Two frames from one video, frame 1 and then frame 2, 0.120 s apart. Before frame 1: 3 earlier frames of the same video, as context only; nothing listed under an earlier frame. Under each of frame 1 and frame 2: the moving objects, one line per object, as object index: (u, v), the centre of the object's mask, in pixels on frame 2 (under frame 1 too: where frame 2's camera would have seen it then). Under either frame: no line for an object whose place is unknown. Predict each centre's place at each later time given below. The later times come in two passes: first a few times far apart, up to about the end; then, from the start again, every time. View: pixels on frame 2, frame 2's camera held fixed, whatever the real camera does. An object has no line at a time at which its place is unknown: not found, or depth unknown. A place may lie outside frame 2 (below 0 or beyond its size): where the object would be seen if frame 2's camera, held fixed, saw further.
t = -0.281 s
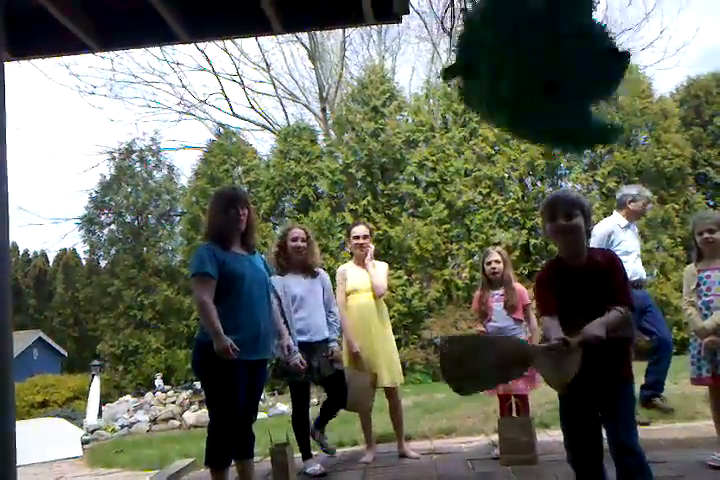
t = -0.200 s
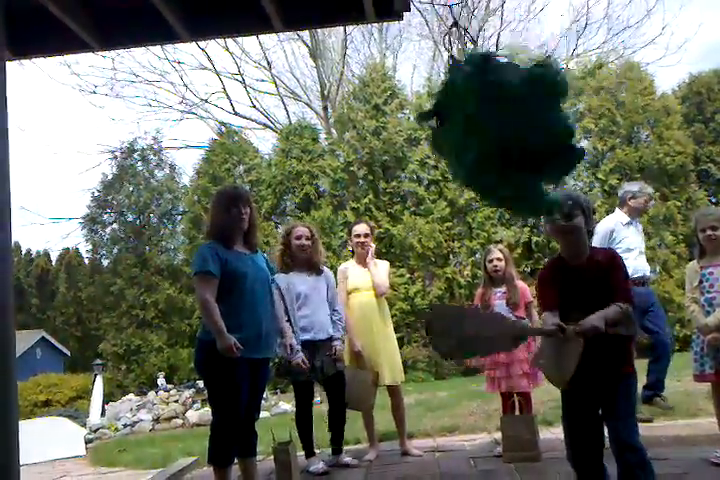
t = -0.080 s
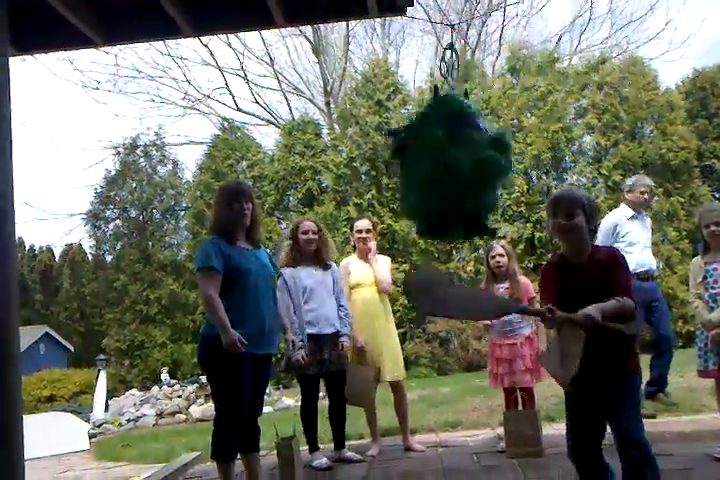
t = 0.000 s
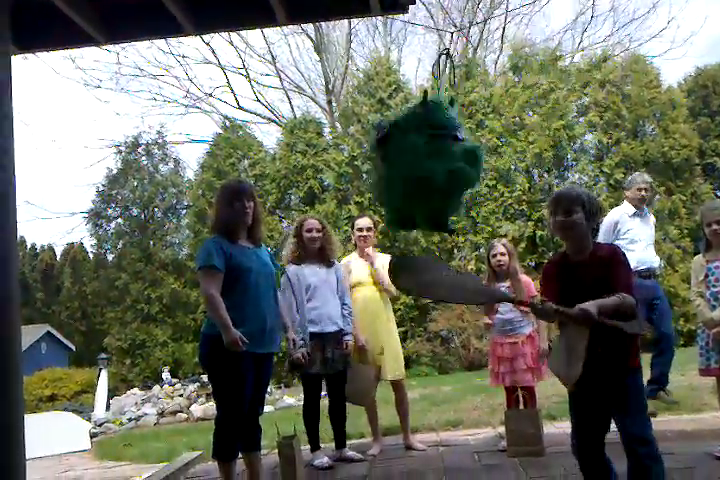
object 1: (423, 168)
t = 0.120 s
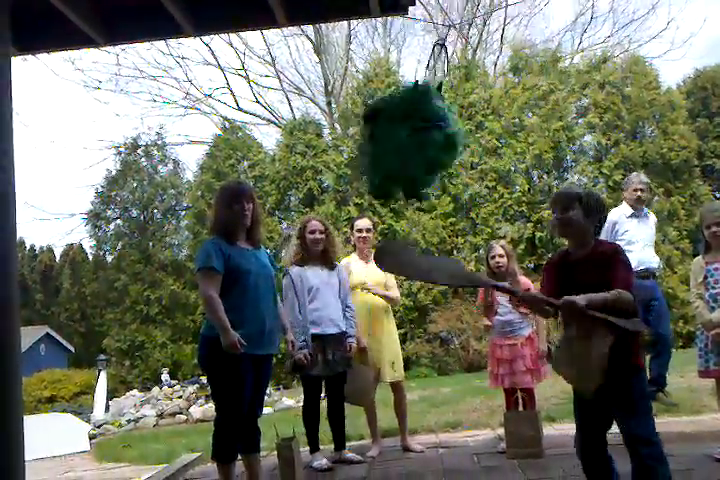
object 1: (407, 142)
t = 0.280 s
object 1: (412, 110)
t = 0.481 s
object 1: (445, 113)
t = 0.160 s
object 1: (405, 132)
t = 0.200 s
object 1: (406, 124)
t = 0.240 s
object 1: (408, 115)
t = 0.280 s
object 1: (412, 110)
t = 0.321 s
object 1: (417, 106)
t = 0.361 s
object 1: (422, 106)
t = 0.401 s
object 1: (429, 105)
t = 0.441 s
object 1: (438, 108)
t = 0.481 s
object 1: (445, 113)
